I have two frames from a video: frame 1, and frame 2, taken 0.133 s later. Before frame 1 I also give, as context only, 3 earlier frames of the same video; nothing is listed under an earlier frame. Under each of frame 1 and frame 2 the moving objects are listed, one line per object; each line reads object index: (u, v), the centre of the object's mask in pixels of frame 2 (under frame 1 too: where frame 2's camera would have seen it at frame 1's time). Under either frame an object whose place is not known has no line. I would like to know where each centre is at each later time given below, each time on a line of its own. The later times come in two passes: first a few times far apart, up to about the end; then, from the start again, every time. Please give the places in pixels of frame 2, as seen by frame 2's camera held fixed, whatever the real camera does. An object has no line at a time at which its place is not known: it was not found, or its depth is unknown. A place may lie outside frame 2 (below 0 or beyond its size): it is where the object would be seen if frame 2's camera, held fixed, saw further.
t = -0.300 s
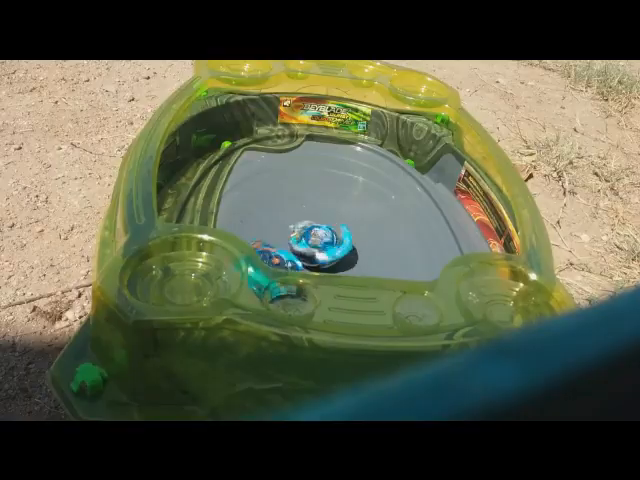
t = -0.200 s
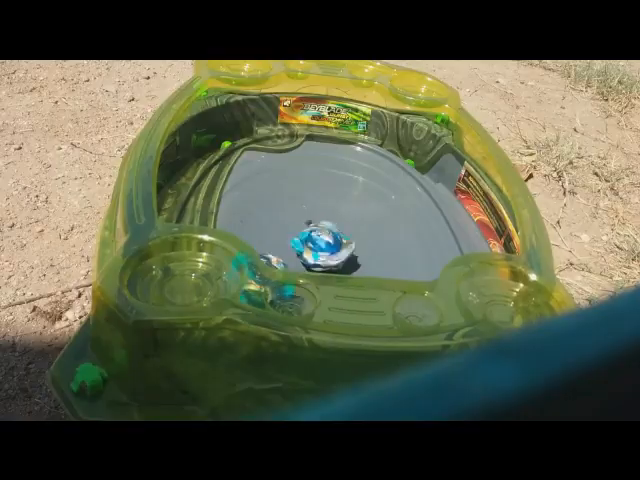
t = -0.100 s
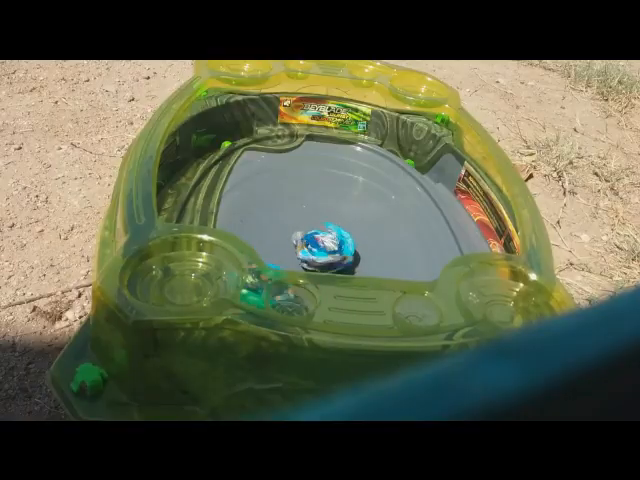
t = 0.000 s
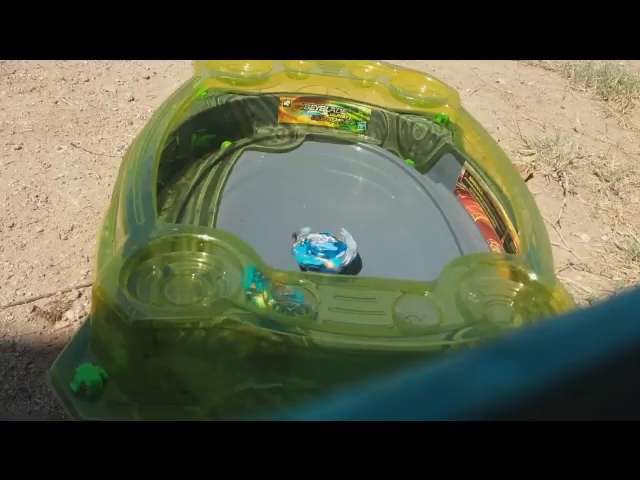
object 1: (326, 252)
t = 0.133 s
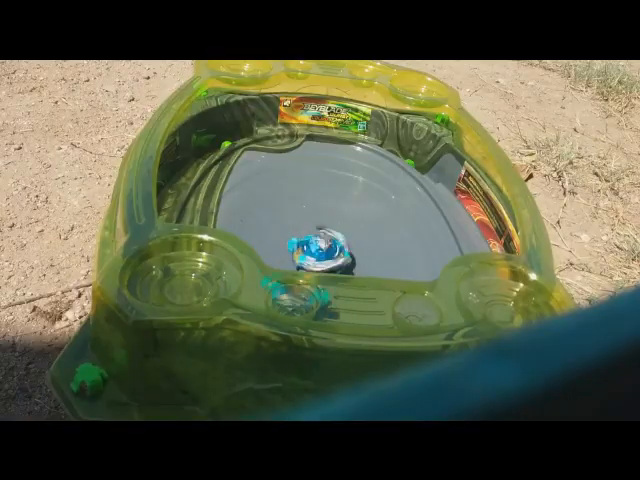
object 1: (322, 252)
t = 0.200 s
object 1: (320, 253)
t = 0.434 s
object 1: (317, 251)
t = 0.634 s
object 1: (315, 251)
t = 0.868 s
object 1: (314, 251)
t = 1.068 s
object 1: (314, 251)
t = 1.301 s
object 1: (320, 250)
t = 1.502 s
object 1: (329, 253)
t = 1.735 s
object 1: (334, 252)
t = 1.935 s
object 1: (342, 255)
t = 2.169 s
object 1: (345, 258)
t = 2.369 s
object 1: (338, 260)
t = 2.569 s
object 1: (327, 259)
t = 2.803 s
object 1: (318, 258)
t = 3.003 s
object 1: (314, 254)
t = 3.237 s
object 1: (314, 249)
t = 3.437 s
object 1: (315, 238)
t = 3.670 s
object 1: (330, 233)
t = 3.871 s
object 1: (343, 231)
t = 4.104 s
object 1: (350, 232)
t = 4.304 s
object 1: (357, 235)
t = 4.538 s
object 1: (351, 240)
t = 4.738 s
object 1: (344, 243)
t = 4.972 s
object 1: (335, 244)
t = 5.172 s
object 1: (322, 241)
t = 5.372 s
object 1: (316, 238)
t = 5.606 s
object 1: (316, 233)
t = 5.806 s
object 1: (321, 230)
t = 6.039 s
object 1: (329, 230)
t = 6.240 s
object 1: (333, 233)
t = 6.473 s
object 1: (333, 239)
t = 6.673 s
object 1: (326, 241)
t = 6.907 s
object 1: (323, 243)
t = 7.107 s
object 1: (317, 240)
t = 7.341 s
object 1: (321, 238)
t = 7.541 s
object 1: (332, 236)
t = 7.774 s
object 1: (341, 239)
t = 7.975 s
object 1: (345, 240)
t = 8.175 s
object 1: (340, 242)
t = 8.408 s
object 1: (333, 240)
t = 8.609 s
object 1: (330, 234)
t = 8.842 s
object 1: (332, 234)
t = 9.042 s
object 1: (337, 234)
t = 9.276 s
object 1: (342, 236)
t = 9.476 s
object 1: (341, 242)
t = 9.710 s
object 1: (335, 244)
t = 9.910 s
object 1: (334, 246)
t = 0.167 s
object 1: (323, 253)
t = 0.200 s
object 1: (320, 253)
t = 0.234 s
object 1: (322, 254)
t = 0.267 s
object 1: (321, 253)
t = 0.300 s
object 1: (320, 252)
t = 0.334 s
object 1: (321, 253)
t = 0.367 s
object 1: (317, 251)
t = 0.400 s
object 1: (319, 251)
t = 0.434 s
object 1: (317, 251)
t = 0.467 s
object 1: (315, 250)
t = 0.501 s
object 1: (316, 251)
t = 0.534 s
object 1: (315, 251)
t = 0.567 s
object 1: (315, 251)
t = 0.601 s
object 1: (316, 252)
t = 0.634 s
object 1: (315, 251)
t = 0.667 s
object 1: (316, 251)
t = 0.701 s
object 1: (317, 252)
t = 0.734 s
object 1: (316, 251)
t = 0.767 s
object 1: (316, 251)
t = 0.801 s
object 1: (318, 252)
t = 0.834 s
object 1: (313, 250)
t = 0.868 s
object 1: (314, 251)
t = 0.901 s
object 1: (313, 250)
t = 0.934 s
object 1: (312, 251)
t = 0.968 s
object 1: (314, 251)
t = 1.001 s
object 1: (314, 251)
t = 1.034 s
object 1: (313, 251)
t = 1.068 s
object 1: (314, 251)
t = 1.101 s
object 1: (316, 251)
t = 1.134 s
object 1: (317, 251)
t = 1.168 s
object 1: (316, 251)
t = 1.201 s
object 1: (317, 251)
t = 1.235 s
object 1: (319, 251)
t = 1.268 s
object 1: (319, 251)
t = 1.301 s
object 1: (320, 250)
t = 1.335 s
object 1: (321, 251)
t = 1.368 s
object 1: (322, 251)
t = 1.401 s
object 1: (323, 251)
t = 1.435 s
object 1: (326, 252)
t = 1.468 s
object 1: (325, 251)
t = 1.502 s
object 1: (329, 253)
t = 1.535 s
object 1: (329, 252)
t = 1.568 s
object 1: (330, 252)
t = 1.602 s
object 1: (330, 251)
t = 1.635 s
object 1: (333, 253)
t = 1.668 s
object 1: (333, 252)
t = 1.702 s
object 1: (335, 252)
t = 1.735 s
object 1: (334, 252)
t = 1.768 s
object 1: (335, 252)
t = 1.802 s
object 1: (337, 252)
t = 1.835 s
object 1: (338, 252)
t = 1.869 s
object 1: (338, 252)
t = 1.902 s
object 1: (343, 255)
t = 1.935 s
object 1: (342, 255)
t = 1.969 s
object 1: (345, 257)
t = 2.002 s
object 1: (345, 257)
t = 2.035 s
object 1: (345, 257)
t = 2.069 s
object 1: (344, 257)
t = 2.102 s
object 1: (344, 258)
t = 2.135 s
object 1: (344, 258)
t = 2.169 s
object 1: (345, 258)
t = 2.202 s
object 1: (344, 259)
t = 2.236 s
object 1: (343, 259)
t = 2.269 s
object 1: (341, 259)
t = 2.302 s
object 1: (340, 260)
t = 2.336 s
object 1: (338, 259)
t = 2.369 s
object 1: (338, 260)
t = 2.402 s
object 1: (336, 261)
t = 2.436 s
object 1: (335, 259)
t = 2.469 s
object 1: (333, 260)
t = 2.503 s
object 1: (331, 260)
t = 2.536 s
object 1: (330, 259)
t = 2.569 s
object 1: (327, 259)
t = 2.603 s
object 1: (325, 260)
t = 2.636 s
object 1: (324, 259)
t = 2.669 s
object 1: (321, 259)
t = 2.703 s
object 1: (321, 259)
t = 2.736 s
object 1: (320, 258)
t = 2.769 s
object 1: (319, 258)
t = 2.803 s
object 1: (318, 258)
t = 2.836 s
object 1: (317, 257)
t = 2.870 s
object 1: (317, 257)
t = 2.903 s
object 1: (316, 256)
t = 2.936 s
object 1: (316, 255)
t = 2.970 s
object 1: (315, 254)
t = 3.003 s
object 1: (314, 254)
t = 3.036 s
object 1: (314, 254)
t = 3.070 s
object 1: (314, 254)
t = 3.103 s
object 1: (314, 252)
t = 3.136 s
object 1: (314, 251)
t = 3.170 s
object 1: (313, 250)
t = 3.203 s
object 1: (313, 249)
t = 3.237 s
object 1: (314, 249)
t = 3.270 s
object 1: (312, 245)
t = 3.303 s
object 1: (313, 245)
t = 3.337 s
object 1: (316, 246)
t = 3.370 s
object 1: (316, 244)
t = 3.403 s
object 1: (315, 241)
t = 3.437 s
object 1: (315, 238)
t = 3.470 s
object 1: (319, 236)
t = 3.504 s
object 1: (321, 236)
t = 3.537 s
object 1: (326, 234)
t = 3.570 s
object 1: (329, 234)
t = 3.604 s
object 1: (330, 234)
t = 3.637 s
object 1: (329, 232)
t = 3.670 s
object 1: (330, 233)
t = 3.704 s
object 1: (332, 232)
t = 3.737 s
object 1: (335, 231)
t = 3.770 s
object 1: (338, 232)
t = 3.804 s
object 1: (339, 230)
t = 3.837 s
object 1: (340, 231)
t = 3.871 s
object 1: (343, 231)
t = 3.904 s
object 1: (345, 231)
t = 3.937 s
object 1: (346, 231)
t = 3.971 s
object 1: (347, 231)
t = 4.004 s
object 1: (347, 231)
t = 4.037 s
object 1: (349, 231)
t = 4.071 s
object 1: (350, 232)
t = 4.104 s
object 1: (350, 232)
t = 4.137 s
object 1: (351, 232)
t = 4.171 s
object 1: (352, 233)
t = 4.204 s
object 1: (355, 233)
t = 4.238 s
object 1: (356, 234)
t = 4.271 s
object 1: (355, 234)
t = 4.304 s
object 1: (357, 235)
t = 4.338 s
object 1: (356, 235)
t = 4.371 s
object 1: (356, 235)
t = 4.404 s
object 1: (355, 237)
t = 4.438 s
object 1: (356, 238)
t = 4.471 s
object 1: (355, 238)
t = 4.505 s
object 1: (352, 239)
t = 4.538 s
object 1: (351, 240)
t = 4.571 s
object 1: (349, 241)
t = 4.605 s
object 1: (347, 241)
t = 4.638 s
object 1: (346, 242)
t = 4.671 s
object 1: (346, 242)
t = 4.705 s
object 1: (345, 242)
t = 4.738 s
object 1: (344, 243)
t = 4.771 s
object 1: (343, 243)
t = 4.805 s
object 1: (341, 243)
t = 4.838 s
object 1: (339, 242)
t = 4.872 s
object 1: (339, 243)
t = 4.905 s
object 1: (336, 242)
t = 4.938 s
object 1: (334, 242)
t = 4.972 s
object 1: (335, 244)
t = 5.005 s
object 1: (333, 244)
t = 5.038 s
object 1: (330, 242)
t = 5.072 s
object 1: (327, 241)
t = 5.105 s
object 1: (326, 241)
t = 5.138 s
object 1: (323, 241)
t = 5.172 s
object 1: (322, 241)
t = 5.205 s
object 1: (321, 241)
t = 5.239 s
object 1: (319, 240)
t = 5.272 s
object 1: (319, 240)
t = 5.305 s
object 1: (317, 239)
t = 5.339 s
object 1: (316, 238)
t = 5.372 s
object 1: (316, 238)
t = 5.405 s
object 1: (315, 237)
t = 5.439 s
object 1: (316, 236)
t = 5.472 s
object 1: (315, 236)
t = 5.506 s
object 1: (315, 235)
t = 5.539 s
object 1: (315, 234)
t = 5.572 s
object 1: (316, 234)
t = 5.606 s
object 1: (316, 233)
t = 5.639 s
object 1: (317, 233)
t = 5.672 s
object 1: (318, 231)
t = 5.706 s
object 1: (319, 232)
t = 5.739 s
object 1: (319, 231)
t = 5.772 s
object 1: (321, 232)
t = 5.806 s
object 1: (321, 230)
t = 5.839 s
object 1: (322, 231)
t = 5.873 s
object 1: (323, 229)
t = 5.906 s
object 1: (324, 230)
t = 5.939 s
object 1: (325, 229)
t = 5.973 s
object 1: (325, 229)
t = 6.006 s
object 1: (327, 229)
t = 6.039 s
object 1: (329, 230)
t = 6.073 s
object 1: (329, 229)
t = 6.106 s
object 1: (331, 231)
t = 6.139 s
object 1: (332, 232)
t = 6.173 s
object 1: (334, 232)
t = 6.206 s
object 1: (333, 232)
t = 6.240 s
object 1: (333, 233)
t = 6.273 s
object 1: (333, 234)
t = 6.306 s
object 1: (333, 234)
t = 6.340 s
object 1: (334, 236)
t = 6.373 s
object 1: (334, 237)
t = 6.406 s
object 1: (334, 237)
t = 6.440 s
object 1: (333, 238)
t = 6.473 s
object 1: (333, 239)
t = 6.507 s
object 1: (332, 240)
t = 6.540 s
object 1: (332, 240)
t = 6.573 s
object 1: (330, 241)
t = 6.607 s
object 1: (329, 240)
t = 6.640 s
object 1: (329, 242)
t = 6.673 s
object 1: (326, 241)
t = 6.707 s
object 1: (326, 241)
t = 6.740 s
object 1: (326, 242)
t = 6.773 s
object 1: (327, 243)
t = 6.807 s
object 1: (322, 241)
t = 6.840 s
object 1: (324, 243)
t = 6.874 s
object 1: (325, 244)
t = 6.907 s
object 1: (323, 243)
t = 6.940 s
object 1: (324, 244)
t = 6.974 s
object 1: (324, 245)
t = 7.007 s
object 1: (320, 243)
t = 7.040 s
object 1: (320, 242)
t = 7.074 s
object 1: (320, 241)
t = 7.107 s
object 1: (317, 240)
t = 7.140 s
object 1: (318, 240)
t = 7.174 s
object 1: (317, 238)
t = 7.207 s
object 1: (321, 239)
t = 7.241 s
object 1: (321, 238)
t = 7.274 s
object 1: (324, 240)
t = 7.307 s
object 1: (324, 241)
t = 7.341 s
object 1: (321, 238)
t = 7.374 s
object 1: (324, 237)
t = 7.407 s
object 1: (325, 237)
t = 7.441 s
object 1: (327, 237)
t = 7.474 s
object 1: (328, 236)
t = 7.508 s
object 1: (330, 236)
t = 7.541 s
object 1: (332, 236)
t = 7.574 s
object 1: (333, 236)
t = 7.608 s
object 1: (335, 237)
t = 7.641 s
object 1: (336, 237)
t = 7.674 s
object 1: (338, 237)
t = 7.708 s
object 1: (339, 238)
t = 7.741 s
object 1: (339, 239)
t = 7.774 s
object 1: (341, 239)
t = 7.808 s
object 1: (341, 240)
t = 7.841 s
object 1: (342, 239)
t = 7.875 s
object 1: (345, 239)
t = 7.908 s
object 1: (344, 239)
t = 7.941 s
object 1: (345, 236)
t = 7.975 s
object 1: (345, 240)
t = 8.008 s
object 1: (345, 241)
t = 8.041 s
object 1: (344, 243)
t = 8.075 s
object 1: (341, 241)
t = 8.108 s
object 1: (342, 242)
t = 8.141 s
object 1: (340, 241)
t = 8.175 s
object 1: (340, 242)
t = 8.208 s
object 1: (340, 241)
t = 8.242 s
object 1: (338, 242)
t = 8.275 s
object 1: (337, 241)
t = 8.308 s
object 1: (336, 242)
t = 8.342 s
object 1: (335, 241)
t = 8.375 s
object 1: (335, 240)
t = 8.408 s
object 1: (333, 240)
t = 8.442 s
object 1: (333, 239)
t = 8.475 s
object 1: (332, 238)
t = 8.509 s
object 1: (334, 240)
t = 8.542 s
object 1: (334, 238)
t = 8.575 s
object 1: (332, 237)
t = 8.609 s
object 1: (330, 234)
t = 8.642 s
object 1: (332, 232)
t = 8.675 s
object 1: (335, 236)
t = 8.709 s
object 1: (333, 235)
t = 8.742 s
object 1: (331, 234)
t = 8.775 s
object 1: (331, 234)
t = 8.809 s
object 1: (332, 234)
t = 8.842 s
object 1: (332, 234)
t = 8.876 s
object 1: (331, 233)
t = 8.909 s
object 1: (334, 233)
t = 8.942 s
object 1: (335, 233)
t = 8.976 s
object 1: (334, 233)
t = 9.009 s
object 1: (336, 233)
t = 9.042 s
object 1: (337, 234)
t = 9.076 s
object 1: (337, 234)
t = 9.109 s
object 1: (338, 235)
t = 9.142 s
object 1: (338, 235)
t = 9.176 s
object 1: (340, 236)
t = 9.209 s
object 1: (342, 235)
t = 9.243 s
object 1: (342, 235)
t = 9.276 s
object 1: (342, 236)
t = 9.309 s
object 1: (344, 237)
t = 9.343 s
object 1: (343, 238)
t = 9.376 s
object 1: (342, 239)
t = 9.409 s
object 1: (342, 240)
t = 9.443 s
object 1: (341, 241)
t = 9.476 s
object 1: (341, 242)
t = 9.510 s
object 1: (340, 242)
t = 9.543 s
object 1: (339, 243)
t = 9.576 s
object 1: (338, 243)
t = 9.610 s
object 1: (338, 243)
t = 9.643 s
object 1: (337, 244)
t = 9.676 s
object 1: (335, 244)
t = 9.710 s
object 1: (335, 244)
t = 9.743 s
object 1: (334, 244)
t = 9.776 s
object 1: (335, 242)
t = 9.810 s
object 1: (335, 244)
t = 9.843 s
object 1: (337, 246)
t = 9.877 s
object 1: (336, 247)
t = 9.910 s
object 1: (334, 246)
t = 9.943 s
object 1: (335, 246)
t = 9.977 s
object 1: (337, 246)
